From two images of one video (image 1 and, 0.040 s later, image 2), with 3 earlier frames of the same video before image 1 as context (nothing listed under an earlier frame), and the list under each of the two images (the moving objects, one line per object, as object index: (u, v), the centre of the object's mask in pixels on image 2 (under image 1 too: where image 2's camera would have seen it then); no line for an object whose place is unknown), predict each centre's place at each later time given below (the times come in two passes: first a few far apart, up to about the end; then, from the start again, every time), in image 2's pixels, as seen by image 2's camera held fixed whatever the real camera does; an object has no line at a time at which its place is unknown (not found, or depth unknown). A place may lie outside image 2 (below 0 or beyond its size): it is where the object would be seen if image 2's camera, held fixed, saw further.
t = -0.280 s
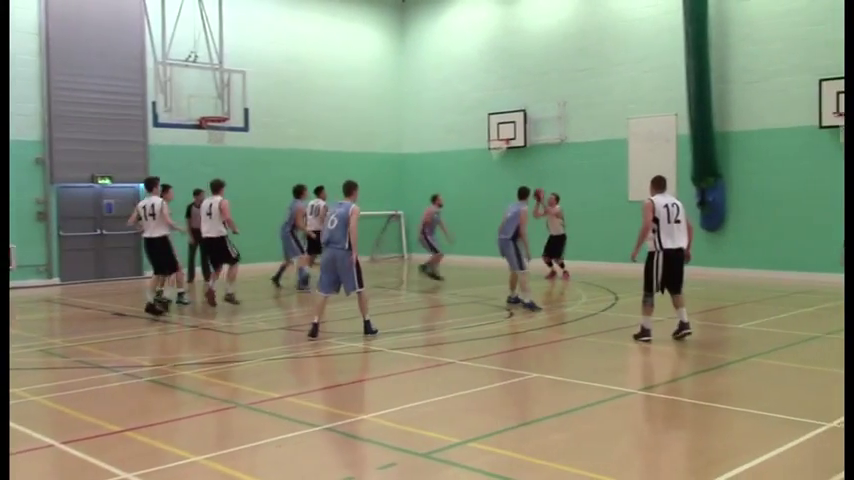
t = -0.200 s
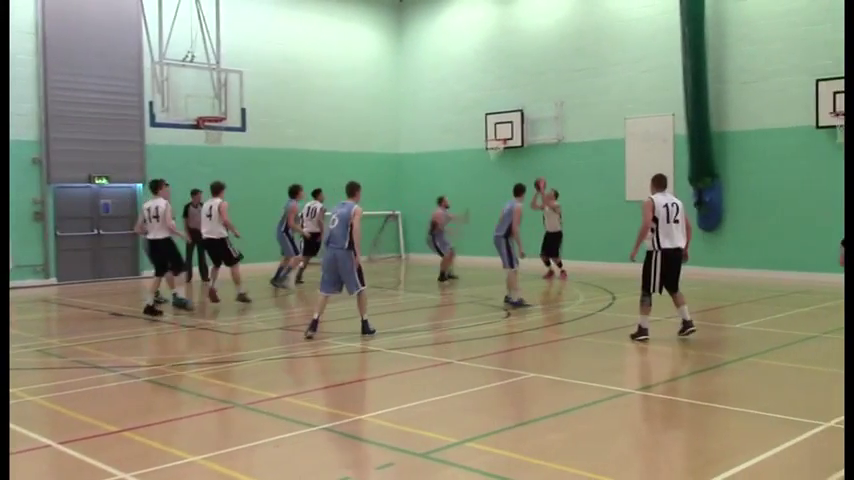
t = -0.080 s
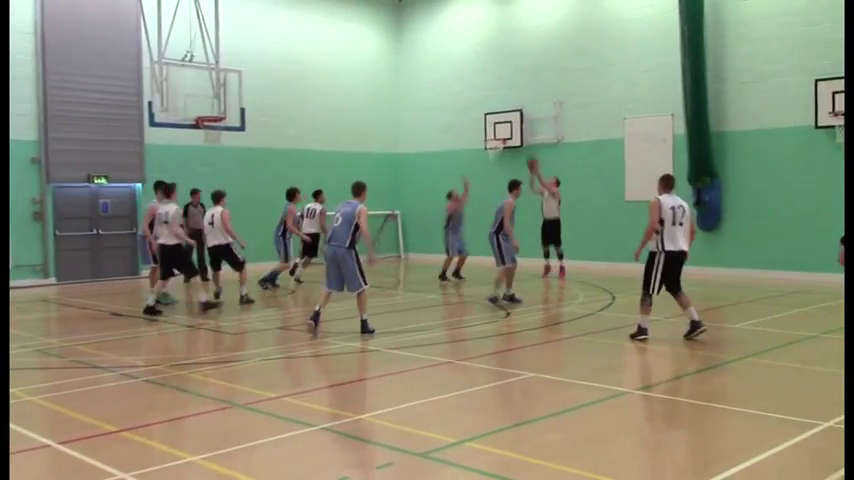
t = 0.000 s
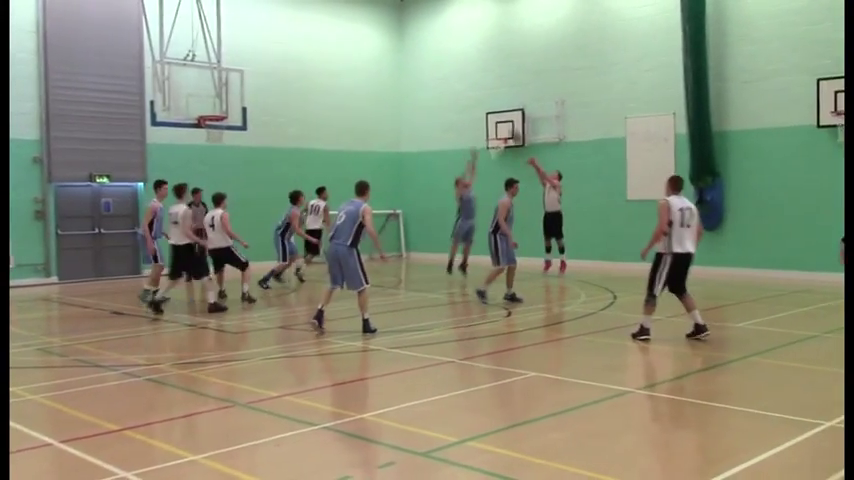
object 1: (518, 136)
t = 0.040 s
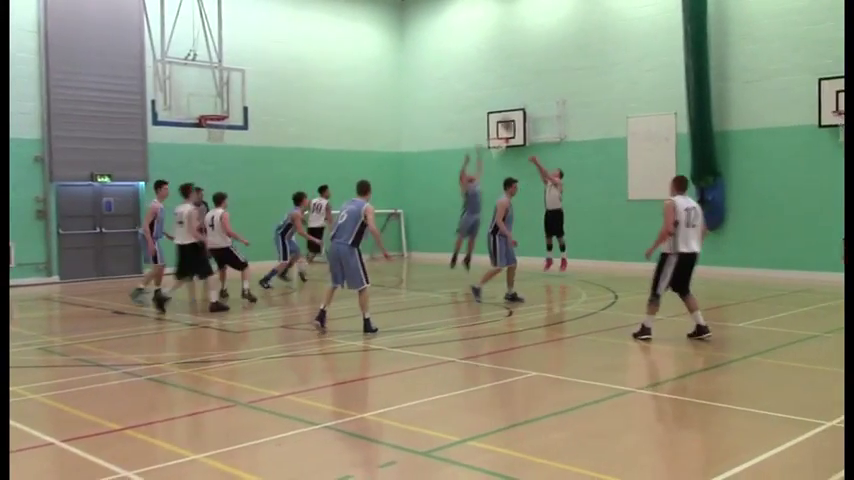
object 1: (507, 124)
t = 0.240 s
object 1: (456, 75)
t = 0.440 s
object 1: (405, 46)
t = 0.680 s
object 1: (341, 38)
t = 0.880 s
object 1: (287, 55)
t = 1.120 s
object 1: (222, 105)
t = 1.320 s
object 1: (218, 127)
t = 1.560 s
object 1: (230, 130)
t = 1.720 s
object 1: (224, 143)
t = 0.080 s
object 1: (497, 112)
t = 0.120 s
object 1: (487, 102)
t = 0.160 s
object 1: (477, 92)
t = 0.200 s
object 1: (467, 84)
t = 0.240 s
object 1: (456, 75)
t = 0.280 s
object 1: (446, 68)
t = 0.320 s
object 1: (436, 62)
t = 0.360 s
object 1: (425, 55)
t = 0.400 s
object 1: (415, 50)
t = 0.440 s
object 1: (405, 46)
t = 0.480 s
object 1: (394, 43)
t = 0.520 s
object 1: (384, 40)
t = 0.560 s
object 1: (373, 38)
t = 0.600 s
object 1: (362, 37)
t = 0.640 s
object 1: (352, 37)
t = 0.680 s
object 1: (341, 38)
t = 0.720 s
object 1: (330, 39)
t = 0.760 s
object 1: (319, 42)
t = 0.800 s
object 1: (309, 45)
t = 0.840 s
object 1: (298, 49)
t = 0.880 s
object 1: (287, 55)
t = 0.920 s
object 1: (276, 60)
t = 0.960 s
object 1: (265, 68)
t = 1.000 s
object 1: (255, 75)
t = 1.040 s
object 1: (244, 84)
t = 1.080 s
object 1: (232, 94)
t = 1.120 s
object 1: (222, 105)
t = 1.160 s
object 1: (212, 114)
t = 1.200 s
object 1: (207, 119)
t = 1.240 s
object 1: (207, 122)
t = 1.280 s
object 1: (215, 127)
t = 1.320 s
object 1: (218, 127)
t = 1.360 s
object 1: (222, 126)
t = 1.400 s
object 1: (225, 126)
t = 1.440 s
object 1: (228, 126)
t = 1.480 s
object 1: (229, 127)
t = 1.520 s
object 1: (230, 128)
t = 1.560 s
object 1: (230, 130)
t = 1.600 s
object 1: (229, 132)
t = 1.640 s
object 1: (227, 134)
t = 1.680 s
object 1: (226, 139)
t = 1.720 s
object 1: (224, 143)
